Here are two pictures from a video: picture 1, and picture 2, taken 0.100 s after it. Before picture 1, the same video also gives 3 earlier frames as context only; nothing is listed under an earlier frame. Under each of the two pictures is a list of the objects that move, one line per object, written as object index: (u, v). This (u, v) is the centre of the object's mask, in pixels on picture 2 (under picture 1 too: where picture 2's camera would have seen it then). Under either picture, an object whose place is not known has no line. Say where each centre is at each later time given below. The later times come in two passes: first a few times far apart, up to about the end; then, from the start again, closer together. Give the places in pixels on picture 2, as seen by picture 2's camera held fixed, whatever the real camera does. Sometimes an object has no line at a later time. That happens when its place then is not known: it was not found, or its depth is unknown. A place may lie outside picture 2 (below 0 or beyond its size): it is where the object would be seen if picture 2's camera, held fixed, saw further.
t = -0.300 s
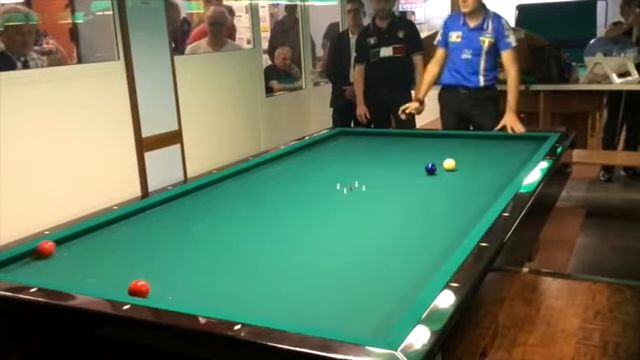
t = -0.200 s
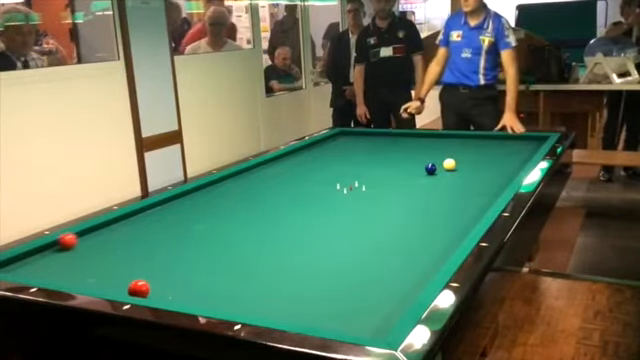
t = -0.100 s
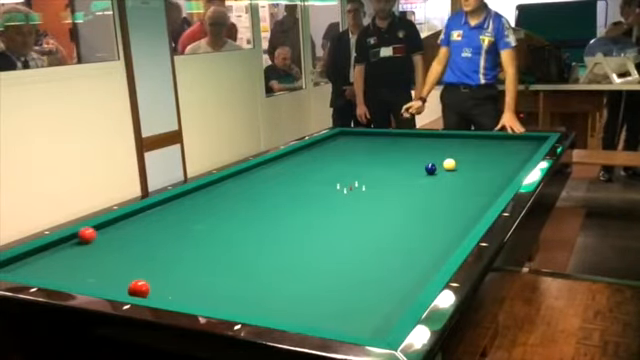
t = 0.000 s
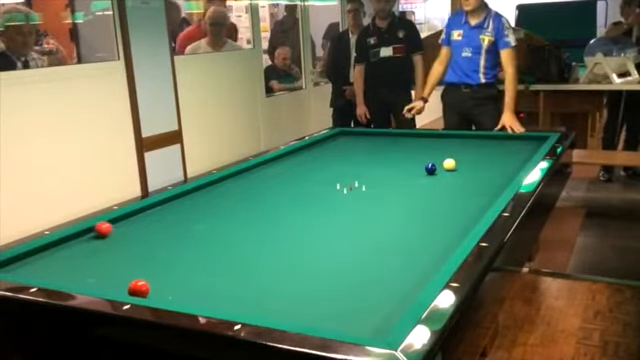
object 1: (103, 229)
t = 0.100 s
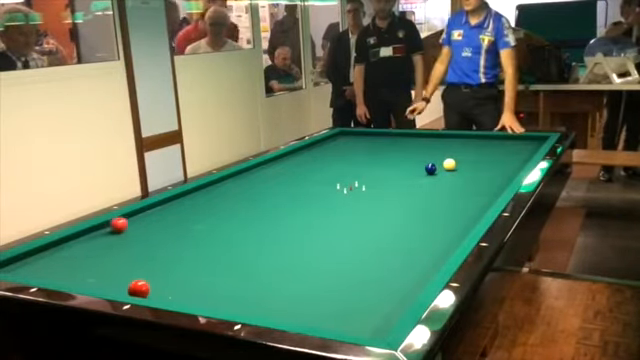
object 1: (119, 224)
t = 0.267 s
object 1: (143, 217)
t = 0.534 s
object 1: (179, 205)
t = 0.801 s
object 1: (209, 196)
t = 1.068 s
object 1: (237, 187)
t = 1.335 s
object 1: (261, 180)
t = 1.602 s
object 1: (283, 172)
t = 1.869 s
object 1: (303, 166)
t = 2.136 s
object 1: (322, 160)
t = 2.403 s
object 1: (338, 155)
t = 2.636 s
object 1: (352, 151)
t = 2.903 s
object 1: (366, 147)
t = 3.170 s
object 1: (379, 142)
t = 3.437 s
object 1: (391, 139)
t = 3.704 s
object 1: (402, 135)
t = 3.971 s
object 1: (407, 134)
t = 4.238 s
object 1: (409, 137)
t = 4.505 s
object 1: (410, 139)
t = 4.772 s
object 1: (411, 141)
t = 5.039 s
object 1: (412, 143)
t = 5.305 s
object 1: (413, 145)
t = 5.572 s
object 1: (414, 148)
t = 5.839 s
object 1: (415, 149)
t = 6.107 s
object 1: (416, 151)
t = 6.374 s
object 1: (417, 153)
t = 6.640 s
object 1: (418, 155)
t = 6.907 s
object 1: (419, 157)
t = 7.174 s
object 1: (420, 159)
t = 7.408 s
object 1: (420, 160)
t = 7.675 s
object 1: (421, 162)
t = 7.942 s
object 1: (421, 163)
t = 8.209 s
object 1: (422, 165)
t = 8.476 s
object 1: (423, 166)
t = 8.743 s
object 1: (423, 166)
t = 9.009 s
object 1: (422, 167)
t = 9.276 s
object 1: (422, 167)
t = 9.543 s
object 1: (422, 168)
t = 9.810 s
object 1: (422, 167)
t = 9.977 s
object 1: (422, 167)
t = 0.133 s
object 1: (124, 223)
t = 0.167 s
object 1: (129, 221)
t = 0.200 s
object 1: (134, 219)
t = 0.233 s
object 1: (139, 218)
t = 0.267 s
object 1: (143, 217)
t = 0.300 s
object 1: (148, 215)
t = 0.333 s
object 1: (153, 213)
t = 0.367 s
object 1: (157, 212)
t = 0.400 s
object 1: (162, 211)
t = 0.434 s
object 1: (165, 210)
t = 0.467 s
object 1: (170, 208)
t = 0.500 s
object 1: (174, 207)
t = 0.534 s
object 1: (179, 205)
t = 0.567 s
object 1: (182, 204)
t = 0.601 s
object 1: (186, 203)
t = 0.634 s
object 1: (191, 201)
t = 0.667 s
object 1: (194, 200)
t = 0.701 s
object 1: (198, 199)
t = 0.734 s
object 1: (202, 198)
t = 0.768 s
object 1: (205, 197)
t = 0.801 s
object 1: (209, 196)
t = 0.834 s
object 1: (213, 195)
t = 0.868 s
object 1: (216, 193)
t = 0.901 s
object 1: (220, 192)
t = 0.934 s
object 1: (224, 191)
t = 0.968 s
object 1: (226, 190)
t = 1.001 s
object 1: (231, 189)
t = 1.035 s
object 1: (233, 188)
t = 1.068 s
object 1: (237, 187)
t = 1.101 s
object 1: (240, 186)
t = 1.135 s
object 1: (243, 185)
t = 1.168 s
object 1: (246, 184)
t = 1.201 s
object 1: (249, 183)
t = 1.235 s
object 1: (252, 182)
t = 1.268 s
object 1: (255, 181)
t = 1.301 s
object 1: (258, 180)
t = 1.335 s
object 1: (261, 180)
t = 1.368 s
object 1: (264, 179)
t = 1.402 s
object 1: (267, 178)
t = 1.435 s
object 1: (270, 176)
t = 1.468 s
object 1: (272, 176)
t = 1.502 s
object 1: (275, 175)
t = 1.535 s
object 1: (278, 174)
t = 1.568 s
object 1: (280, 173)
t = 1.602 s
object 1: (283, 172)
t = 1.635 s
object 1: (286, 171)
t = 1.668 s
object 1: (288, 171)
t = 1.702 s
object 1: (291, 170)
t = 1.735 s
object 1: (294, 169)
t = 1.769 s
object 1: (296, 168)
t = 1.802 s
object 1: (299, 168)
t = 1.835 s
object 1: (301, 167)
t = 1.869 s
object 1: (303, 166)
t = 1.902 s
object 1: (306, 165)
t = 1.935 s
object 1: (308, 165)
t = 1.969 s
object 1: (311, 164)
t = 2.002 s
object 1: (313, 163)
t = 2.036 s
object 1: (315, 162)
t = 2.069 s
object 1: (317, 162)
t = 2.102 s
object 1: (320, 161)
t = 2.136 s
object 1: (322, 160)
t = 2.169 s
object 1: (324, 160)
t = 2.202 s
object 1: (326, 159)
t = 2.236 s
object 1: (328, 158)
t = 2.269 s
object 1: (330, 158)
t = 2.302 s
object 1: (332, 157)
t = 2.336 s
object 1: (334, 156)
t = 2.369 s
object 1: (336, 155)
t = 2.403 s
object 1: (338, 155)
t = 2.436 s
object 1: (340, 154)
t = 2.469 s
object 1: (343, 154)
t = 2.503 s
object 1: (345, 153)
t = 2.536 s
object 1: (346, 152)
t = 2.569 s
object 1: (348, 152)
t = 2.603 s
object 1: (350, 151)
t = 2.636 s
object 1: (352, 151)
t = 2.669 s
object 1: (354, 150)
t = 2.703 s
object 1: (356, 150)
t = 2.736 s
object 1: (358, 149)
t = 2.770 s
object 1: (359, 149)
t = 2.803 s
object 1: (361, 148)
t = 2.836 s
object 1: (363, 148)
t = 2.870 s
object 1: (365, 147)
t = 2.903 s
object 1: (366, 147)
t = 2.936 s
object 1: (368, 146)
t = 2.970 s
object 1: (370, 146)
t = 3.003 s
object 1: (372, 145)
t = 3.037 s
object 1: (373, 145)
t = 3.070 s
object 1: (374, 144)
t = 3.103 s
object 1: (376, 144)
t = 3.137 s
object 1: (377, 143)
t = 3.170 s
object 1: (379, 142)
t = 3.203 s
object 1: (381, 142)
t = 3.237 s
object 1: (383, 141)
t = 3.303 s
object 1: (385, 140)
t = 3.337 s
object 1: (387, 140)
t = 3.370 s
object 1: (388, 140)
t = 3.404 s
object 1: (390, 139)
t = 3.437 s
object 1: (391, 139)
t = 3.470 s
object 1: (392, 138)
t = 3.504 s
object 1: (394, 138)
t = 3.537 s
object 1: (395, 137)
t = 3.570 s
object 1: (397, 137)
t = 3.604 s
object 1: (399, 136)
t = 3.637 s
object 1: (400, 136)
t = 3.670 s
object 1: (401, 135)
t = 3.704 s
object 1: (402, 135)
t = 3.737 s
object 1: (404, 135)
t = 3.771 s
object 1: (405, 135)
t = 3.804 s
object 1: (407, 134)
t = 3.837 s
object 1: (407, 134)
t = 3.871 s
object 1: (407, 134)
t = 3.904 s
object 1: (407, 134)
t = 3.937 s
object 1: (407, 134)
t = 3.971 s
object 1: (407, 134)
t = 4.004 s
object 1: (407, 134)
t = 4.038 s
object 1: (408, 135)
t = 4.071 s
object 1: (408, 135)
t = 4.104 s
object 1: (408, 136)
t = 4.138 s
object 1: (408, 136)
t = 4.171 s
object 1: (409, 137)
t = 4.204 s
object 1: (409, 137)
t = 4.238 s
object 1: (409, 137)
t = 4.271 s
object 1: (409, 137)
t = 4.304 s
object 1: (409, 137)
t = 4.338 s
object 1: (409, 137)
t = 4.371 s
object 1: (409, 138)
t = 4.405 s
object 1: (409, 138)
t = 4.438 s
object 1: (409, 138)
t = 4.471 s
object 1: (410, 139)
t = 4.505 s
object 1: (410, 139)
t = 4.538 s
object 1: (410, 139)
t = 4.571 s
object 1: (410, 140)
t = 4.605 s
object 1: (410, 140)
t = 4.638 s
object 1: (410, 140)
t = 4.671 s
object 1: (410, 140)
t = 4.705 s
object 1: (411, 140)
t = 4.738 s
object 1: (411, 140)
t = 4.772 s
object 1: (411, 141)
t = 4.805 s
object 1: (411, 141)
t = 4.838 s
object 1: (411, 141)
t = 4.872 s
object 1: (411, 141)
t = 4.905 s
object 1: (411, 141)
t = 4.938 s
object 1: (411, 142)
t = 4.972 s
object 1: (411, 142)
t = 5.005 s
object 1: (412, 143)
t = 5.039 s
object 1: (412, 143)
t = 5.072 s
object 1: (412, 143)
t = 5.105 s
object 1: (412, 144)
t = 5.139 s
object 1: (412, 144)
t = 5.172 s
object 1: (413, 144)
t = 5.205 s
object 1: (413, 144)
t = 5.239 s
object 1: (413, 144)
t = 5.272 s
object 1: (413, 145)
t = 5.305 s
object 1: (413, 145)
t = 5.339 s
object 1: (413, 145)
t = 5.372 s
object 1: (413, 145)
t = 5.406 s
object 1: (413, 146)
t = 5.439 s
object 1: (413, 146)
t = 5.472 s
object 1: (413, 146)
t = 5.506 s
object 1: (414, 147)
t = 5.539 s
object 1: (414, 147)
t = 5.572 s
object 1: (414, 148)
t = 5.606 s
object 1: (414, 148)
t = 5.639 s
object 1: (414, 148)
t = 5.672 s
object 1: (414, 148)
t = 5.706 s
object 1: (414, 148)
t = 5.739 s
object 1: (415, 148)
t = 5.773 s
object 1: (415, 149)
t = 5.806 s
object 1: (415, 149)
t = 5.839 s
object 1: (415, 149)
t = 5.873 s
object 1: (415, 149)
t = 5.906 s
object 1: (415, 149)
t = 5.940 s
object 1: (415, 149)
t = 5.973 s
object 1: (415, 150)
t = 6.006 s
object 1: (415, 150)
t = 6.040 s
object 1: (415, 150)
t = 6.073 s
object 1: (415, 150)
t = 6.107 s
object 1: (416, 151)
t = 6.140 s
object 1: (416, 151)
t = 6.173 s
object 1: (416, 152)
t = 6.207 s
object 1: (417, 152)
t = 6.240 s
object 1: (417, 152)
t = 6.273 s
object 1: (417, 152)
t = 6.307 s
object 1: (417, 153)
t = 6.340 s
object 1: (417, 153)
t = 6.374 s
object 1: (417, 153)
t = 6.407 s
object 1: (417, 153)
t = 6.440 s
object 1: (417, 154)
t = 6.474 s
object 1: (417, 154)
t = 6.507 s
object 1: (417, 154)
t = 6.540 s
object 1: (418, 155)
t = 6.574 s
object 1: (418, 155)
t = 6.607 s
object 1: (418, 155)
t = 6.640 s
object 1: (418, 155)
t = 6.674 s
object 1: (418, 155)
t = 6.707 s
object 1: (418, 156)
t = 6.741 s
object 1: (418, 156)
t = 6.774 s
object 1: (418, 156)
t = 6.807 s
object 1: (418, 156)
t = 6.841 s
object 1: (419, 156)
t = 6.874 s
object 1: (419, 157)
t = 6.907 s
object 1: (419, 157)
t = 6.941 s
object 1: (419, 157)
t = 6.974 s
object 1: (419, 157)
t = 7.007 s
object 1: (419, 157)
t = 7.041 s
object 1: (419, 158)
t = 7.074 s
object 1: (419, 158)
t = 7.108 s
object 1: (419, 158)
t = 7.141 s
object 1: (420, 159)
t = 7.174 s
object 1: (420, 159)
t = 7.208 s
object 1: (420, 159)
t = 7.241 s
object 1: (420, 159)
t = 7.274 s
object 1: (420, 159)
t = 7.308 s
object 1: (420, 159)
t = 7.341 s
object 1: (420, 160)
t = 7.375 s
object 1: (420, 160)
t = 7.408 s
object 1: (420, 160)
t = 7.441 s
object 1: (420, 160)
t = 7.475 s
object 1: (420, 161)
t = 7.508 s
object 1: (420, 161)
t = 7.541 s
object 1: (421, 161)
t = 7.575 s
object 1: (421, 161)
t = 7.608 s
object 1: (421, 161)
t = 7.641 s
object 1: (421, 162)
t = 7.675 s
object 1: (421, 162)
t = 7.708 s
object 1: (421, 162)
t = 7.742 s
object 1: (421, 162)
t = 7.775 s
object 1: (421, 162)
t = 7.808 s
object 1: (421, 162)
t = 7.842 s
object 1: (421, 162)
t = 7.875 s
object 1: (421, 163)
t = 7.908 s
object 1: (421, 163)
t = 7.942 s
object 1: (421, 163)
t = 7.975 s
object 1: (422, 163)
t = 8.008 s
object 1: (421, 163)
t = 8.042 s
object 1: (421, 163)
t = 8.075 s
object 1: (422, 164)
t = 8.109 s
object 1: (422, 164)
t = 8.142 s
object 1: (422, 164)
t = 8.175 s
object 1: (422, 164)
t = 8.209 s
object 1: (422, 165)
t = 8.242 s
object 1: (422, 165)
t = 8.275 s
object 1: (422, 165)
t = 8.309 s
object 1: (422, 165)
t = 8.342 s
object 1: (422, 165)
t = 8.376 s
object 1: (422, 165)
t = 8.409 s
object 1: (422, 165)
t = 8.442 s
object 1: (422, 166)
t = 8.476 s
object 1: (423, 166)
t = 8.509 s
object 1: (423, 166)
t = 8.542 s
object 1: (423, 166)
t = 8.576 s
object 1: (423, 166)
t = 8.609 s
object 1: (423, 166)
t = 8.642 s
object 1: (423, 166)
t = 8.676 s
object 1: (422, 166)
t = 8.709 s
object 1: (423, 166)
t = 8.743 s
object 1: (423, 166)
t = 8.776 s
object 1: (423, 166)
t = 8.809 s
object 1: (422, 167)
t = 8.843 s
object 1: (423, 167)
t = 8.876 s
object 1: (422, 167)
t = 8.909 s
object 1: (422, 167)
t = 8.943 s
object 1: (422, 167)
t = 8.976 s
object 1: (422, 167)
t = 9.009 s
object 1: (422, 167)
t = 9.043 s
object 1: (422, 167)
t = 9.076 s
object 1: (422, 167)
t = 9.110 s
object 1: (422, 167)
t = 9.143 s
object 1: (422, 167)
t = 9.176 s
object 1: (422, 167)
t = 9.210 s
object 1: (422, 167)
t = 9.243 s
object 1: (422, 167)
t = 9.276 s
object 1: (422, 167)
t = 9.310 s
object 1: (422, 167)
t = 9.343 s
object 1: (422, 167)
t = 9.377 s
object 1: (422, 167)
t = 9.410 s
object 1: (422, 168)
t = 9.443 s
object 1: (422, 168)
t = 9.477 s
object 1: (422, 168)
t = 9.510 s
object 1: (422, 167)
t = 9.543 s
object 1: (422, 168)
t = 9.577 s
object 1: (422, 168)
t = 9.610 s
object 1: (422, 168)
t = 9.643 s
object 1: (422, 167)
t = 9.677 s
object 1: (422, 167)
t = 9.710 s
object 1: (422, 167)
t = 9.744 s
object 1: (422, 167)
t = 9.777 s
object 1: (422, 167)
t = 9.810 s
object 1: (422, 167)
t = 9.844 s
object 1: (422, 167)
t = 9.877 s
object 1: (422, 167)
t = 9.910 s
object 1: (422, 167)
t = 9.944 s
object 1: (422, 167)
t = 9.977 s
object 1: (422, 167)
